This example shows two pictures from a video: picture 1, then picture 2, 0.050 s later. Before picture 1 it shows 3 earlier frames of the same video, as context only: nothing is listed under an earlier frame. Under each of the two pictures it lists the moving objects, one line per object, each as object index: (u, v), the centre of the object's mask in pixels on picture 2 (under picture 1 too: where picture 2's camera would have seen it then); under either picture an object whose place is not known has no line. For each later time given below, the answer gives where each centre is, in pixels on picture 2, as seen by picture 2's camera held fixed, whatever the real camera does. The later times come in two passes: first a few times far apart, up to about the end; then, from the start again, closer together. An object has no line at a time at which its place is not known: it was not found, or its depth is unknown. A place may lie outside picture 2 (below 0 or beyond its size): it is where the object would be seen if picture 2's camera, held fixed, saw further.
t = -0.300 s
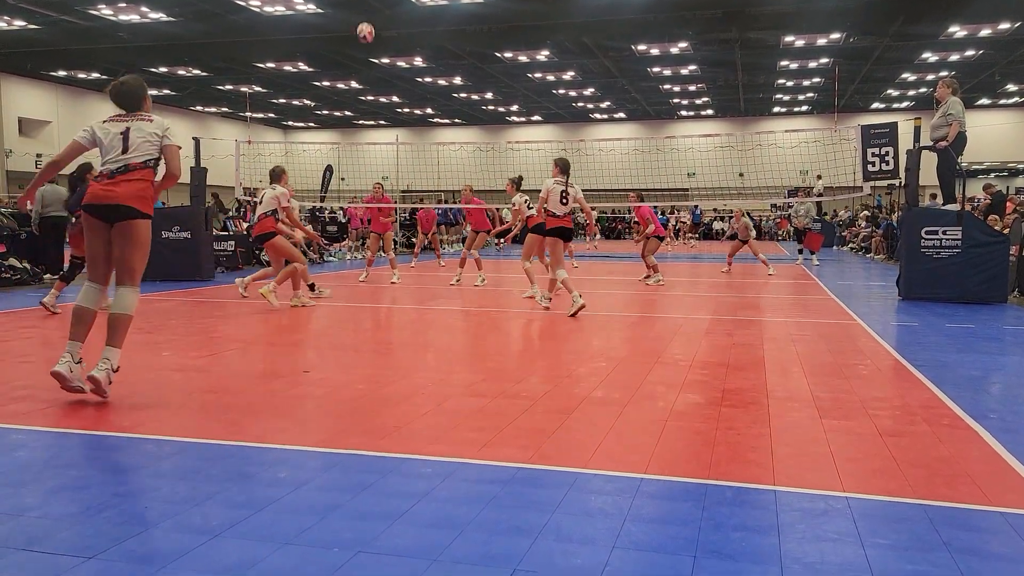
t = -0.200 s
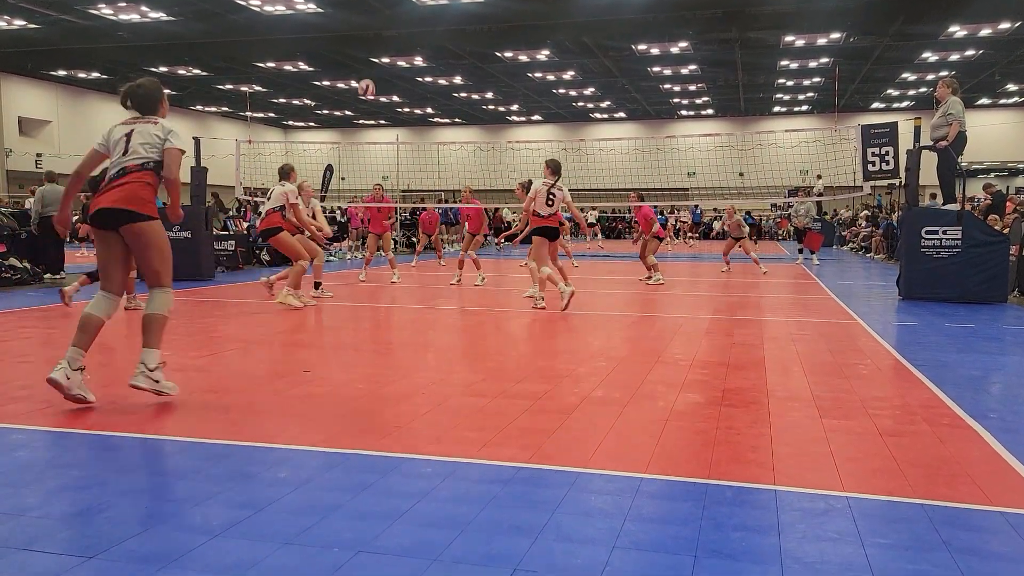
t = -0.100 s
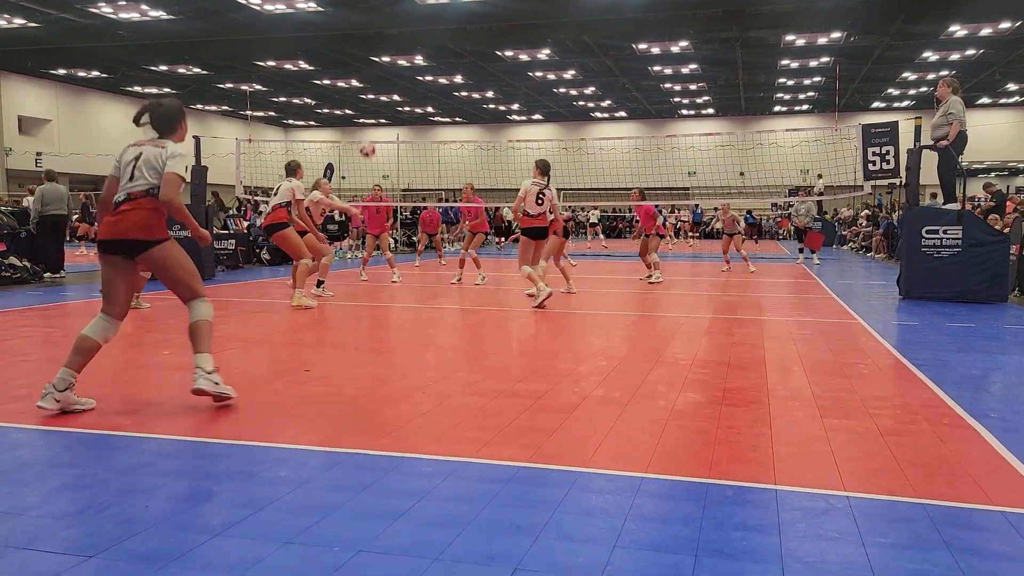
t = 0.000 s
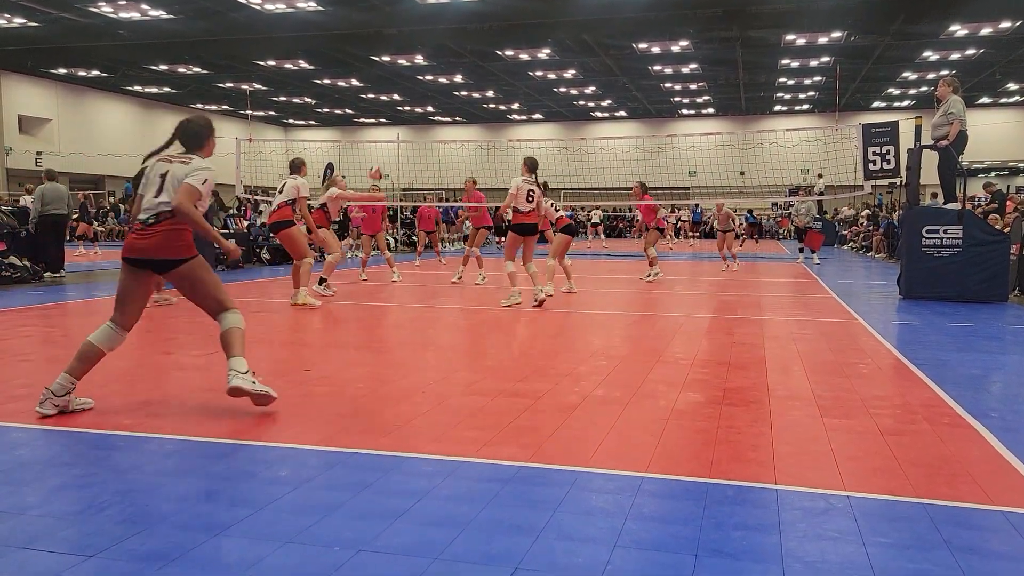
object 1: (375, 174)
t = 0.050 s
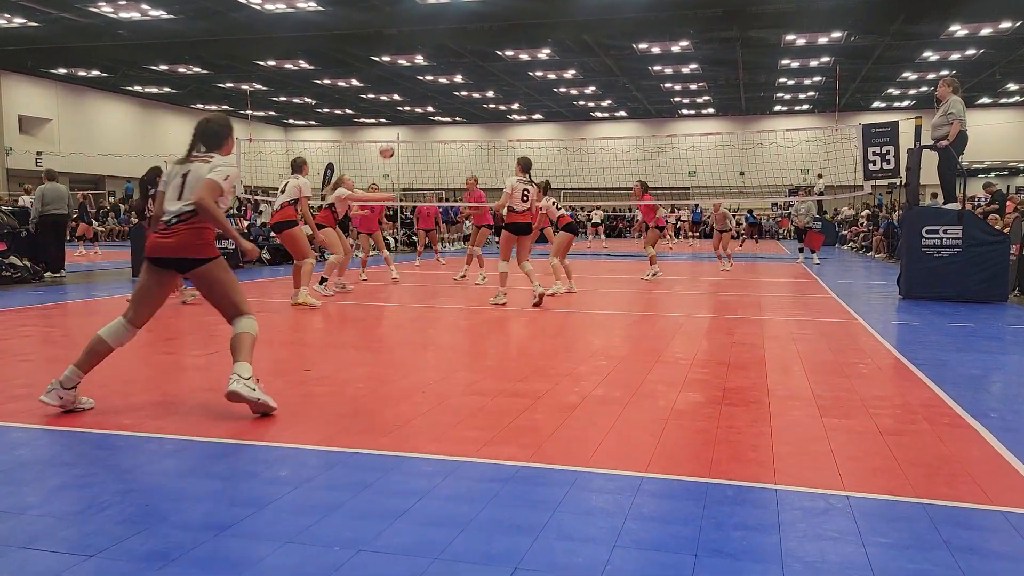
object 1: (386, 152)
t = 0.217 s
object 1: (418, 96)
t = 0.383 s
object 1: (445, 65)
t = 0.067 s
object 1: (390, 145)
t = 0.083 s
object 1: (393, 139)
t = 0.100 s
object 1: (397, 132)
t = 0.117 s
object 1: (399, 125)
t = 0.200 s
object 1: (415, 100)
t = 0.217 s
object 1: (418, 96)
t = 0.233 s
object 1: (421, 91)
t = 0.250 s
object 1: (424, 87)
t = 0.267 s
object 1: (426, 85)
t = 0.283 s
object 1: (429, 81)
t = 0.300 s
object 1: (432, 77)
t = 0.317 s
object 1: (434, 74)
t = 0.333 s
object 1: (437, 71)
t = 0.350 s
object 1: (439, 69)
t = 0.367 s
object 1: (442, 67)
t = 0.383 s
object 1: (445, 65)
